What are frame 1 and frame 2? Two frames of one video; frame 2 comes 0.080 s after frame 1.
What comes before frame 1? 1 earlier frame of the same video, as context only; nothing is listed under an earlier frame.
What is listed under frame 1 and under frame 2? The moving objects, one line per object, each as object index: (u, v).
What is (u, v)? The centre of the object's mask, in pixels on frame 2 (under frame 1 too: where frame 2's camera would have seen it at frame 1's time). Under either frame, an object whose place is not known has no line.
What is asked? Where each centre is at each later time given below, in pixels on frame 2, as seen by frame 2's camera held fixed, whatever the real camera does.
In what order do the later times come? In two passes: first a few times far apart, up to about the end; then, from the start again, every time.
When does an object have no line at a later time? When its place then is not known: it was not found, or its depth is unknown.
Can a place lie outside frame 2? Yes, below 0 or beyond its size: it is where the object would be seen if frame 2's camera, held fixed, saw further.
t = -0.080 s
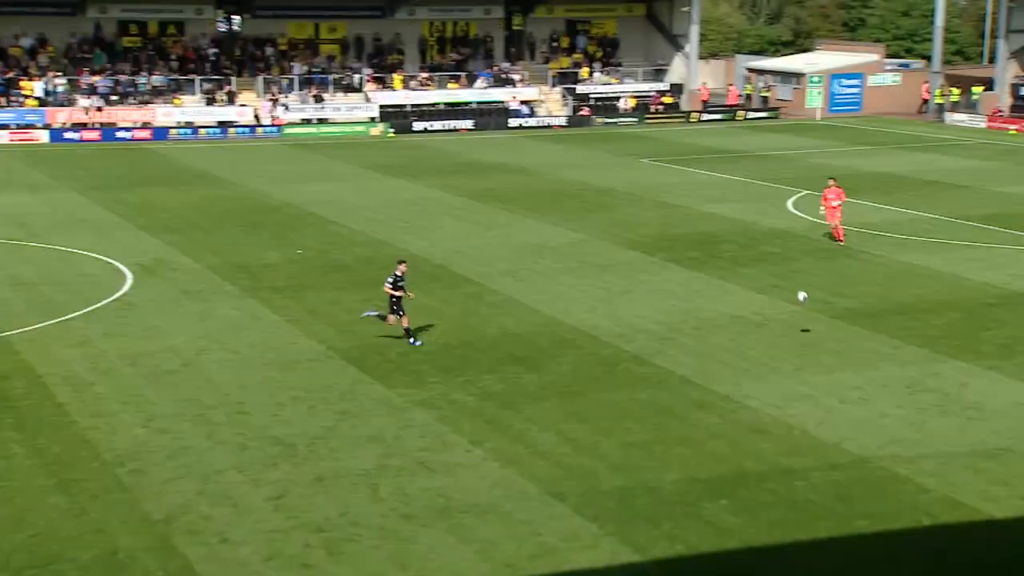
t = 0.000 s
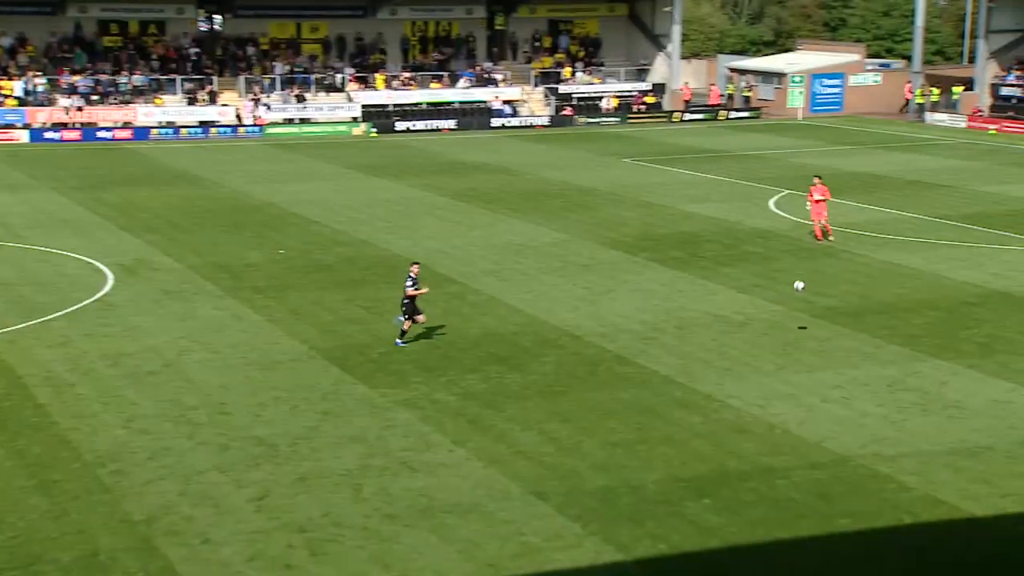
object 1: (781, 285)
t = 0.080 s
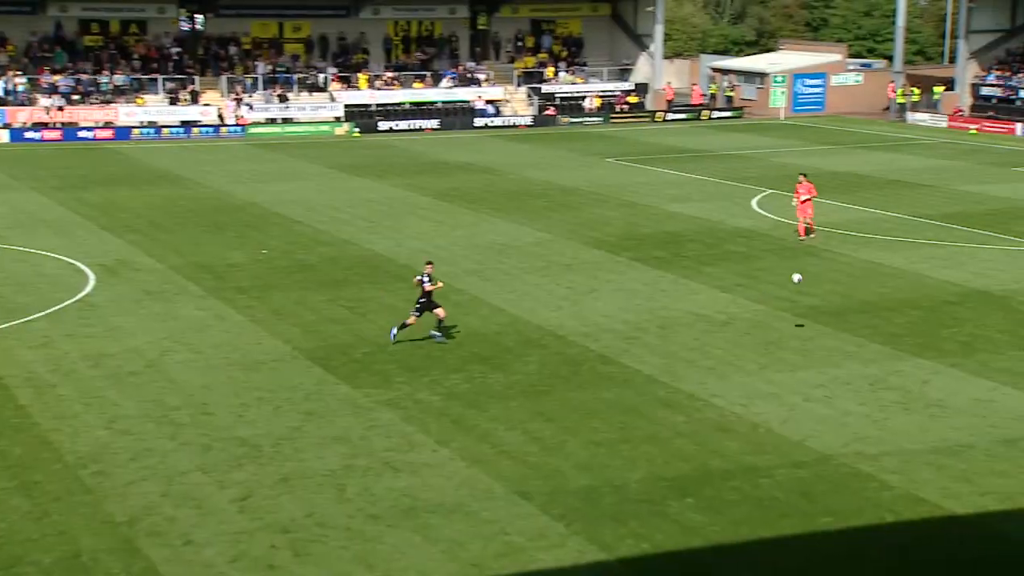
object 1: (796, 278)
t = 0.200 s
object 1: (819, 273)
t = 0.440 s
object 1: (863, 284)
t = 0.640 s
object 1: (897, 313)
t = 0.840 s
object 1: (932, 331)
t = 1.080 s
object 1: (975, 320)
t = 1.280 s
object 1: (1011, 331)
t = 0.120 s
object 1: (804, 275)
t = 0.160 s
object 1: (811, 274)
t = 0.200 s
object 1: (819, 273)
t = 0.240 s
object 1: (826, 273)
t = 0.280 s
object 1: (834, 274)
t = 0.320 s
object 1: (841, 275)
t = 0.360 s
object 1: (848, 277)
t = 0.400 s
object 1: (855, 280)
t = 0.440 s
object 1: (863, 284)
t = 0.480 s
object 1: (869, 288)
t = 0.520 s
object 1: (877, 293)
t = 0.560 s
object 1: (883, 298)
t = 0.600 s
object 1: (890, 305)
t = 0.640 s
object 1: (897, 313)
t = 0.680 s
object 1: (904, 320)
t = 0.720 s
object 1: (910, 329)
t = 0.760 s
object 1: (918, 339)
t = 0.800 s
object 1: (924, 336)
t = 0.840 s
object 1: (932, 331)
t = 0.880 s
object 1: (939, 327)
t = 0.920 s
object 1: (947, 324)
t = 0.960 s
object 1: (954, 322)
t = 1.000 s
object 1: (961, 320)
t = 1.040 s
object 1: (969, 320)
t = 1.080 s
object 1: (975, 320)
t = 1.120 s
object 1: (983, 320)
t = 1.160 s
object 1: (990, 322)
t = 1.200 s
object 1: (997, 324)
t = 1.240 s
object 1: (1005, 328)
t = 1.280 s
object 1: (1011, 331)
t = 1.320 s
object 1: (1019, 336)
